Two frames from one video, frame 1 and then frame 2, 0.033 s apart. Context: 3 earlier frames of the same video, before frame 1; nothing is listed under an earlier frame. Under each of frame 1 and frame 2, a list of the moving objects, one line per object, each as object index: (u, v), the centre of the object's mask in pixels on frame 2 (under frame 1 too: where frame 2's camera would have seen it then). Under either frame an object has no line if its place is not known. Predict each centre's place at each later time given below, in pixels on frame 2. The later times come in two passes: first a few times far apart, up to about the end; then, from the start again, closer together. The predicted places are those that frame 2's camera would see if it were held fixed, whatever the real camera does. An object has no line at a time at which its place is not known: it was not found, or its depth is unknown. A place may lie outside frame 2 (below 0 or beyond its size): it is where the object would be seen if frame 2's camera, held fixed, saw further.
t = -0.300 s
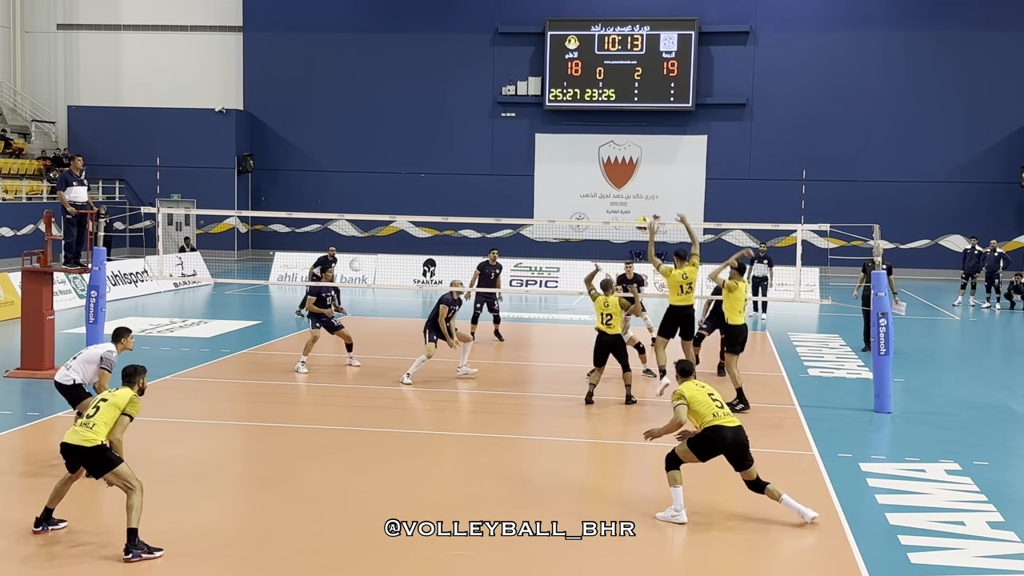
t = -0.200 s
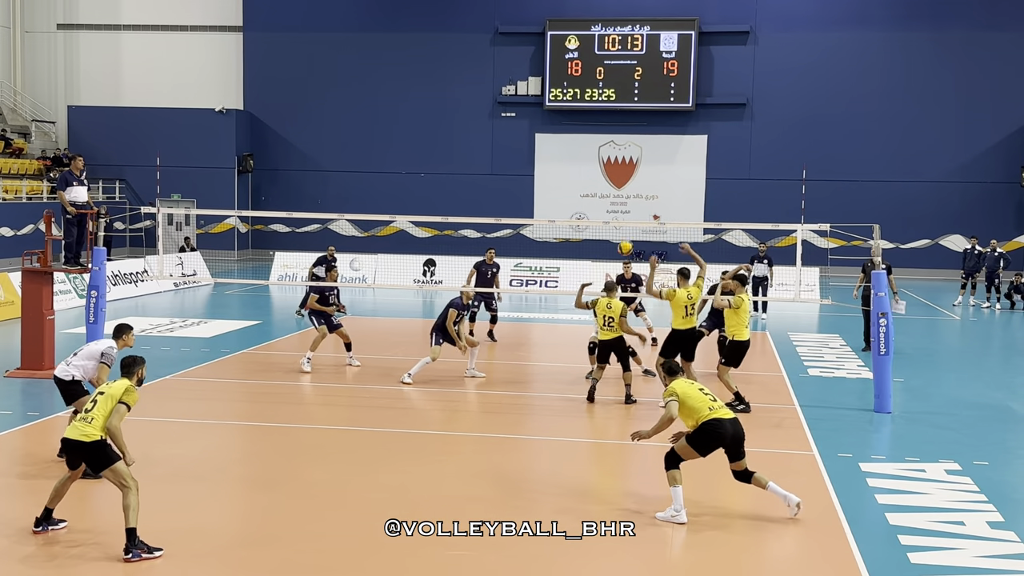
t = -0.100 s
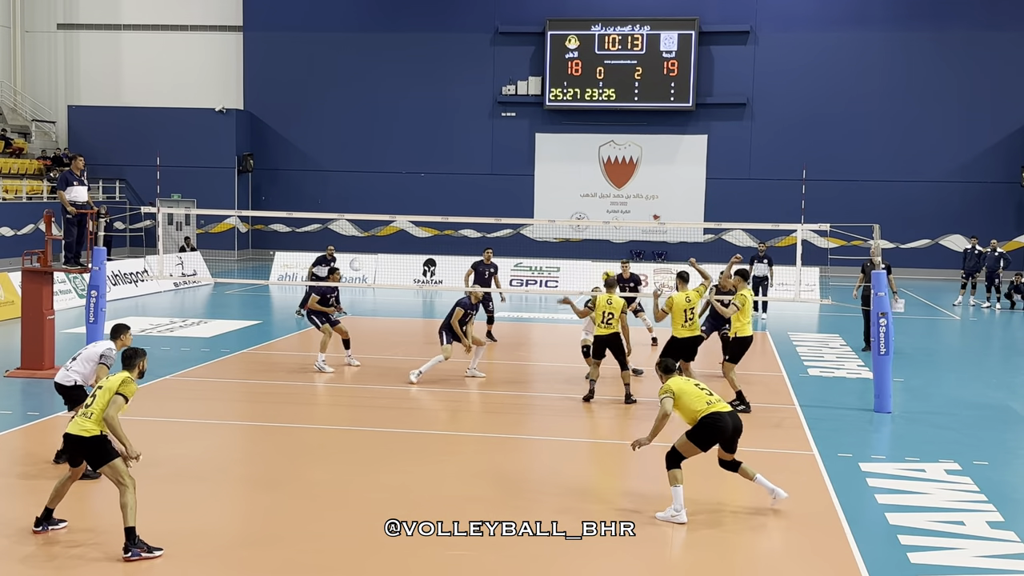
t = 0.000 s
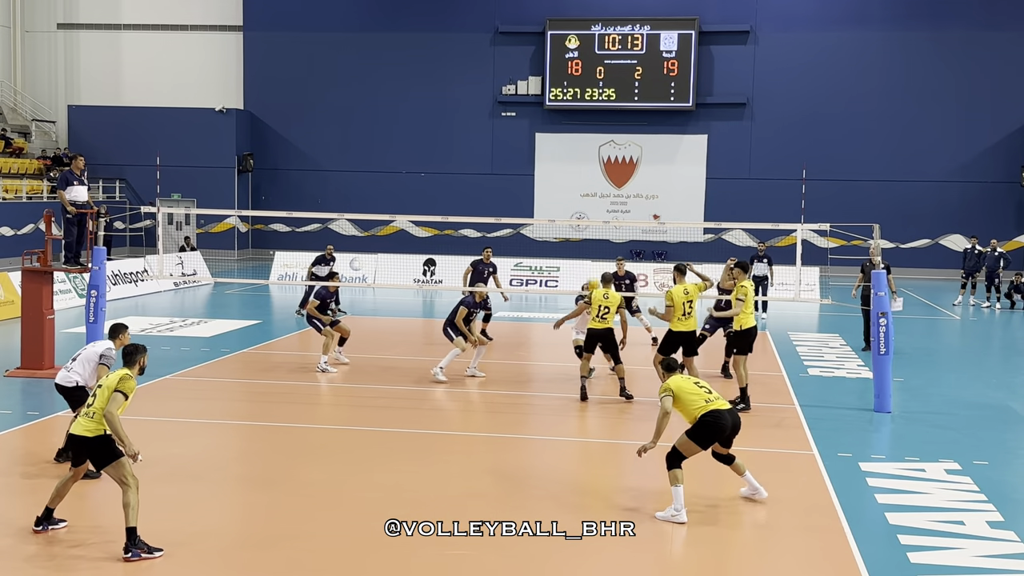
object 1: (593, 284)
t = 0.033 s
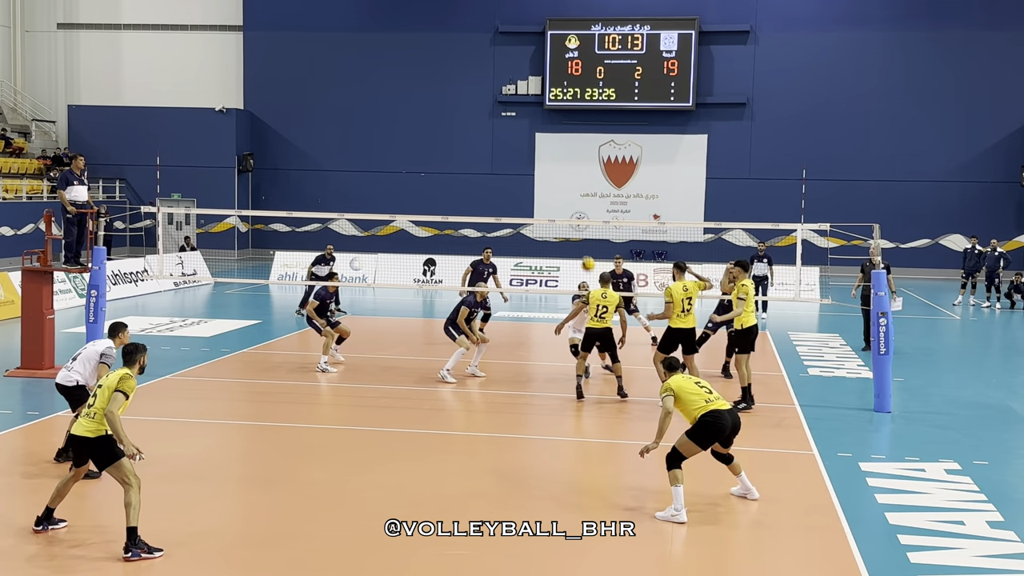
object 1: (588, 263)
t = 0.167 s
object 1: (566, 191)
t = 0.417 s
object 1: (527, 89)
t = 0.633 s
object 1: (494, 38)
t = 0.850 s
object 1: (461, 21)
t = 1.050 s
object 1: (430, 33)
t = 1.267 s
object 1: (399, 76)
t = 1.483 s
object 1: (369, 148)
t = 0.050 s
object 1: (585, 253)
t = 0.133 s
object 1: (572, 208)
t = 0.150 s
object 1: (569, 199)
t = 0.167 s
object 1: (566, 191)
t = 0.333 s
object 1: (541, 118)
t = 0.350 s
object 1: (538, 112)
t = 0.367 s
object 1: (536, 106)
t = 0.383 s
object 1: (533, 100)
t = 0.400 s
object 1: (530, 95)
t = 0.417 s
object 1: (527, 89)
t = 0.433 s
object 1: (524, 83)
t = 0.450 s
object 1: (522, 78)
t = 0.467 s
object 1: (520, 74)
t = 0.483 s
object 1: (517, 70)
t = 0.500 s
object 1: (515, 65)
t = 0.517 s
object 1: (512, 61)
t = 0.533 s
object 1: (509, 57)
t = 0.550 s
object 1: (507, 53)
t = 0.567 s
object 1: (504, 50)
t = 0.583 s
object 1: (502, 46)
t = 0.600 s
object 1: (499, 44)
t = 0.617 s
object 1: (497, 41)
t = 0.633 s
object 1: (494, 38)
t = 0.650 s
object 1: (491, 35)
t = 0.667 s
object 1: (489, 33)
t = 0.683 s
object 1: (486, 31)
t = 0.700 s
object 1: (484, 29)
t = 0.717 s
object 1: (481, 27)
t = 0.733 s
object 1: (478, 26)
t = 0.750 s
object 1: (476, 24)
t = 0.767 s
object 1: (473, 23)
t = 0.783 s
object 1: (471, 22)
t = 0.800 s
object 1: (468, 22)
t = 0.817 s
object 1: (466, 21)
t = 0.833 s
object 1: (463, 20)
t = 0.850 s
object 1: (461, 21)
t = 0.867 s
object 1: (458, 20)
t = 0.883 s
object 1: (456, 21)
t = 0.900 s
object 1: (453, 21)
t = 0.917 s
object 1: (451, 21)
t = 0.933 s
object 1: (448, 22)
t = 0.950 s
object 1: (445, 23)
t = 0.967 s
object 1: (443, 25)
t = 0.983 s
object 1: (441, 26)
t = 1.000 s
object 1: (438, 27)
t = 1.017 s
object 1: (435, 29)
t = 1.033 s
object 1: (433, 31)
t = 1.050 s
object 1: (430, 33)
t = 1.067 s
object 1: (428, 35)
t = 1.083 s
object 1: (426, 38)
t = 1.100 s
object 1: (423, 40)
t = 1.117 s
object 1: (421, 43)
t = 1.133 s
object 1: (418, 46)
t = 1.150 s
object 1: (416, 49)
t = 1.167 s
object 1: (414, 53)
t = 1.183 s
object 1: (411, 56)
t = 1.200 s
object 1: (408, 60)
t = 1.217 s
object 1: (406, 64)
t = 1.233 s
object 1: (404, 68)
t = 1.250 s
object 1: (401, 72)
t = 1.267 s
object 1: (399, 76)
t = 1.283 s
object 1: (397, 81)
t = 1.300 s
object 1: (394, 85)
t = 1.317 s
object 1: (392, 90)
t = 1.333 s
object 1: (390, 95)
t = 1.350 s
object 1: (388, 100)
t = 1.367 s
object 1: (385, 106)
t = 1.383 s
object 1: (383, 111)
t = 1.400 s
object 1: (380, 117)
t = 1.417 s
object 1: (378, 123)
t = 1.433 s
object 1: (376, 129)
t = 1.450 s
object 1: (374, 135)
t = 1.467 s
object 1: (371, 141)
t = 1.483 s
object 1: (369, 148)
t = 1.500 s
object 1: (367, 154)
